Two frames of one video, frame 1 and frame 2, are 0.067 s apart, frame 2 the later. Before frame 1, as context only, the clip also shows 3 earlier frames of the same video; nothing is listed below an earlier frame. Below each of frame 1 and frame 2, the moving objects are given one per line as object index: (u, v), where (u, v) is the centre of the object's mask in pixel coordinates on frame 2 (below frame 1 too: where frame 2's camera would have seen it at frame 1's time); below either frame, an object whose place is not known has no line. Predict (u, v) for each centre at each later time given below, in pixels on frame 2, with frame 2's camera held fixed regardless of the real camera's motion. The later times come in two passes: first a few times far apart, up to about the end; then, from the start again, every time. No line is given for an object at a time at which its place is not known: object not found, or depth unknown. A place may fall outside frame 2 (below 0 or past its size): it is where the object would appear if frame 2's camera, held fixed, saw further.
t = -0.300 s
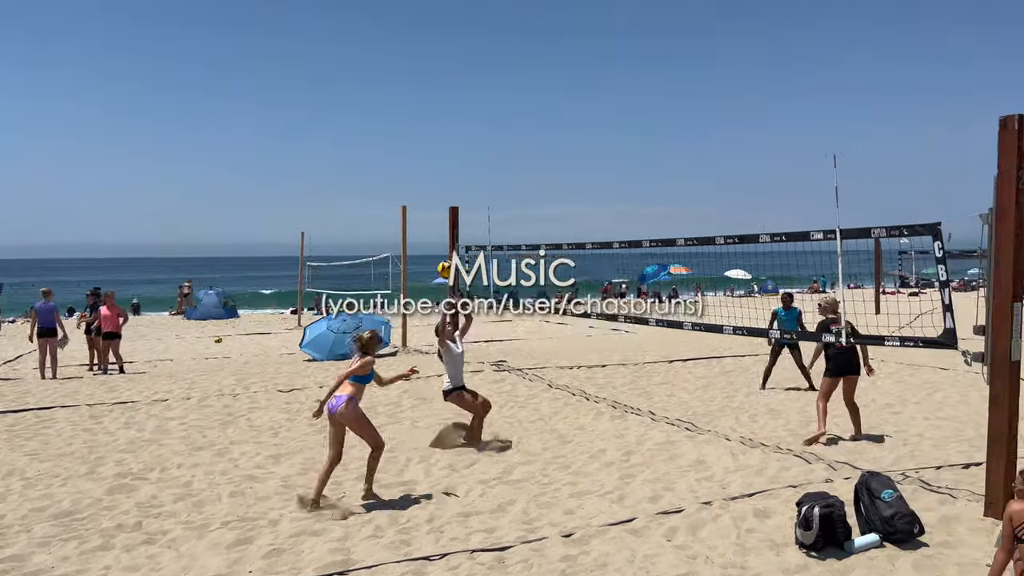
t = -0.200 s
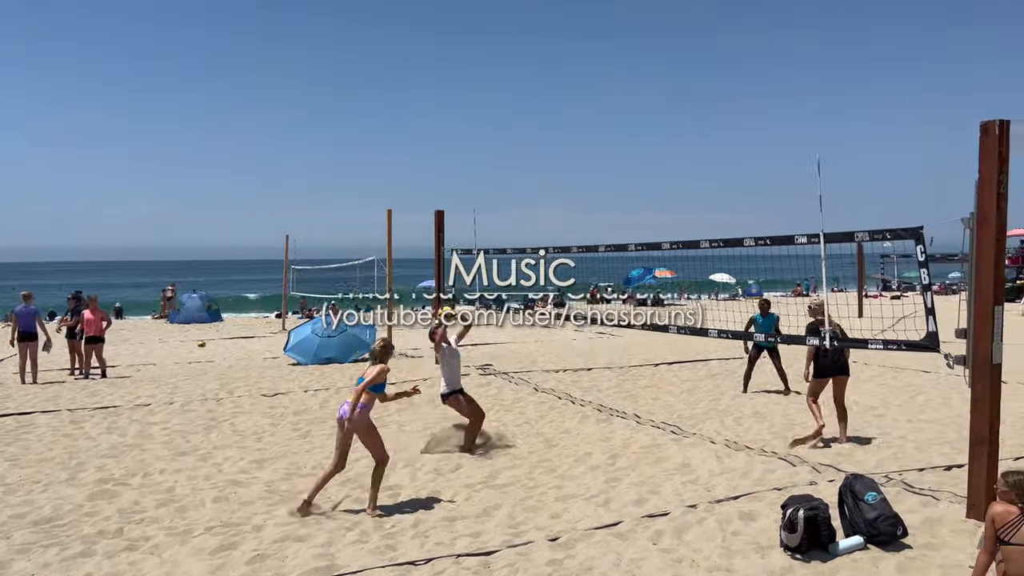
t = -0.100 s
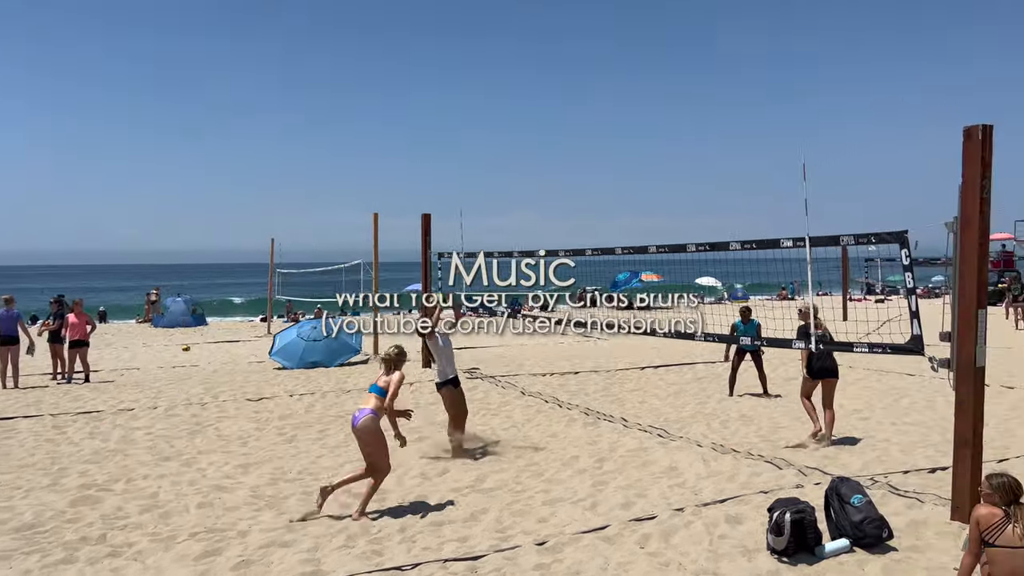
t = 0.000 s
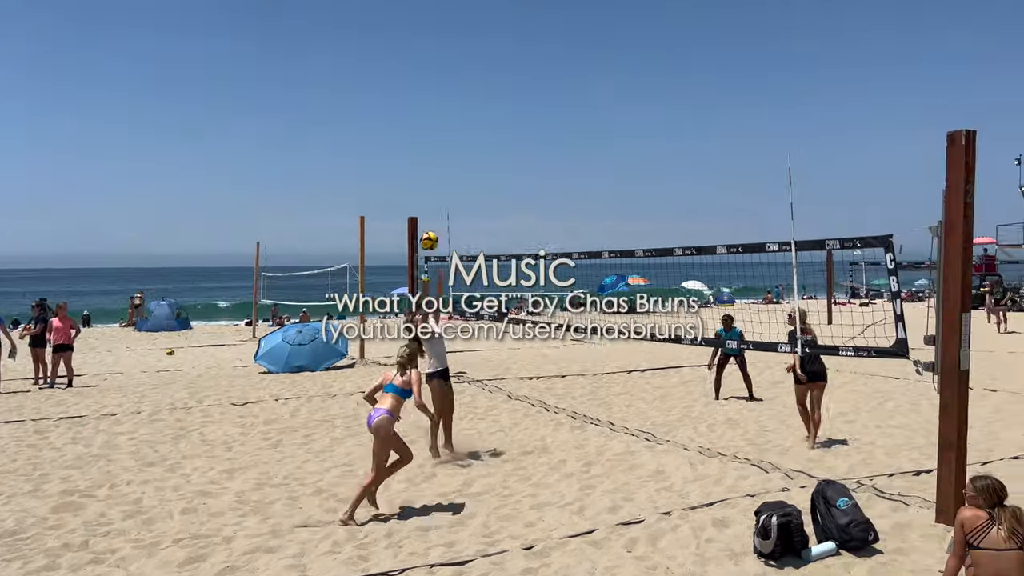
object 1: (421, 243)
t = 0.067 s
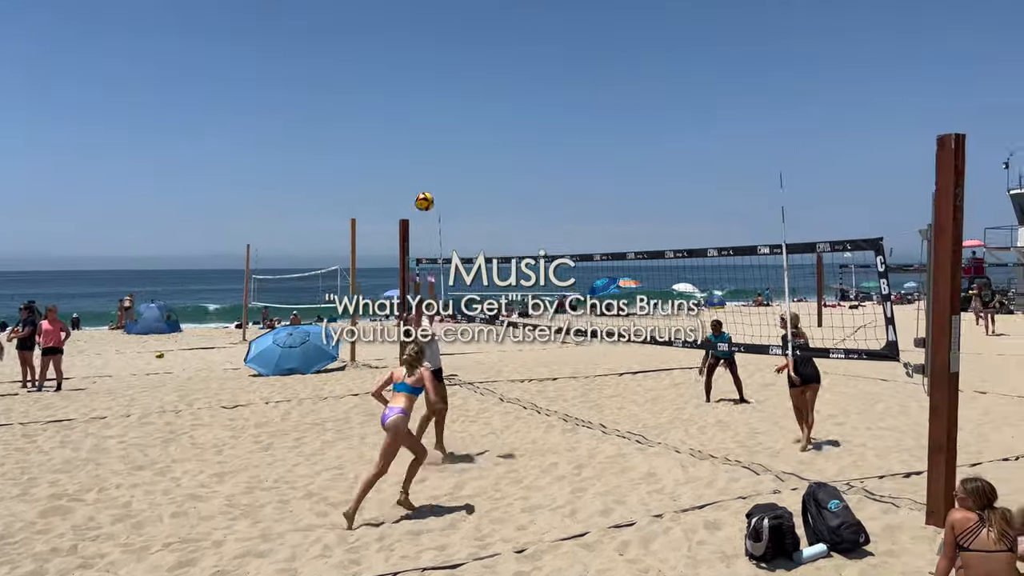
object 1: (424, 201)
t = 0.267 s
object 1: (437, 101)
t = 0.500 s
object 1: (456, 29)
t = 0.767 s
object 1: (480, 7)
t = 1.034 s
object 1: (502, 47)
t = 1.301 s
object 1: (524, 148)
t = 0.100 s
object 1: (426, 182)
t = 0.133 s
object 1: (428, 164)
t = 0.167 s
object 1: (430, 146)
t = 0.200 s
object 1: (432, 130)
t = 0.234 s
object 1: (434, 115)
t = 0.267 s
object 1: (437, 101)
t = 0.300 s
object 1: (439, 88)
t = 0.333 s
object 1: (442, 75)
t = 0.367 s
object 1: (445, 64)
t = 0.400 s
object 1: (447, 54)
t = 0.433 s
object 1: (450, 45)
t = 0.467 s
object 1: (453, 36)
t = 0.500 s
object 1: (456, 29)
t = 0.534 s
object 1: (459, 23)
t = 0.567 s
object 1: (462, 18)
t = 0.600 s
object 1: (464, 14)
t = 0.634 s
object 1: (468, 10)
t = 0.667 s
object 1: (471, 8)
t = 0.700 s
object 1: (474, 7)
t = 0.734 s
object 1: (477, 6)
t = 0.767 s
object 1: (480, 7)
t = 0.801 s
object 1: (483, 8)
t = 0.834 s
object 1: (485, 11)
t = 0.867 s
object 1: (488, 15)
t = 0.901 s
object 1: (491, 19)
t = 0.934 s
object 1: (494, 25)
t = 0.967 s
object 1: (496, 31)
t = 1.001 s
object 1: (499, 39)
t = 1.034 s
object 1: (502, 47)
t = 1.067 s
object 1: (504, 57)
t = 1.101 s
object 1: (507, 67)
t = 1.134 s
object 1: (510, 78)
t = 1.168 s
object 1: (513, 90)
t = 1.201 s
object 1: (515, 103)
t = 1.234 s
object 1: (518, 117)
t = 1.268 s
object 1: (521, 132)
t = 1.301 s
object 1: (524, 148)
